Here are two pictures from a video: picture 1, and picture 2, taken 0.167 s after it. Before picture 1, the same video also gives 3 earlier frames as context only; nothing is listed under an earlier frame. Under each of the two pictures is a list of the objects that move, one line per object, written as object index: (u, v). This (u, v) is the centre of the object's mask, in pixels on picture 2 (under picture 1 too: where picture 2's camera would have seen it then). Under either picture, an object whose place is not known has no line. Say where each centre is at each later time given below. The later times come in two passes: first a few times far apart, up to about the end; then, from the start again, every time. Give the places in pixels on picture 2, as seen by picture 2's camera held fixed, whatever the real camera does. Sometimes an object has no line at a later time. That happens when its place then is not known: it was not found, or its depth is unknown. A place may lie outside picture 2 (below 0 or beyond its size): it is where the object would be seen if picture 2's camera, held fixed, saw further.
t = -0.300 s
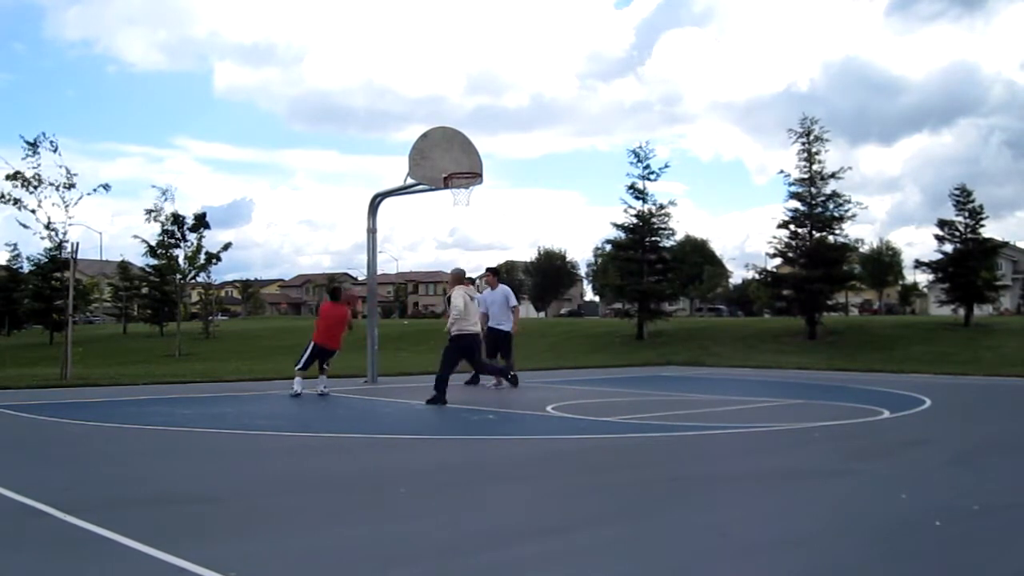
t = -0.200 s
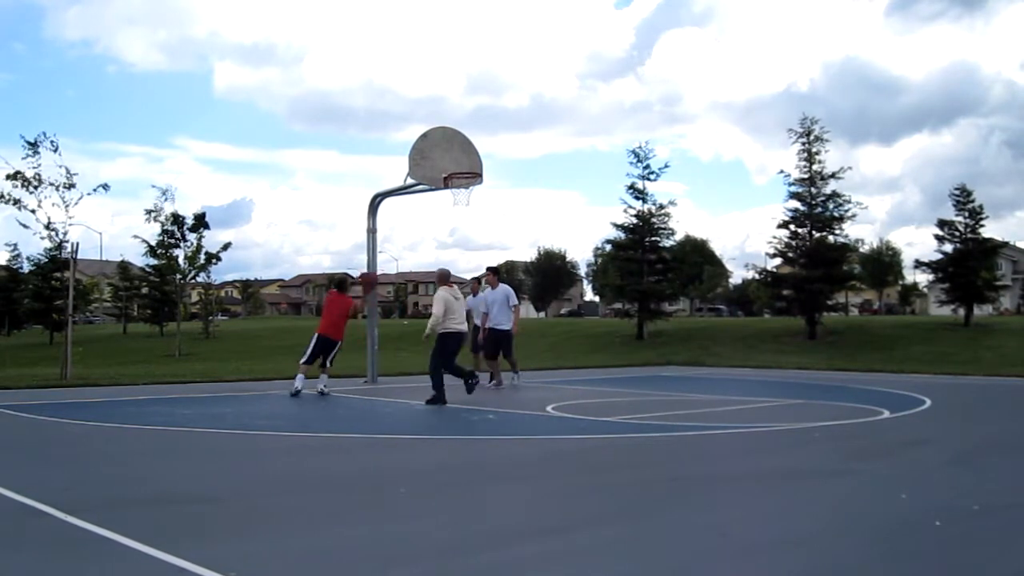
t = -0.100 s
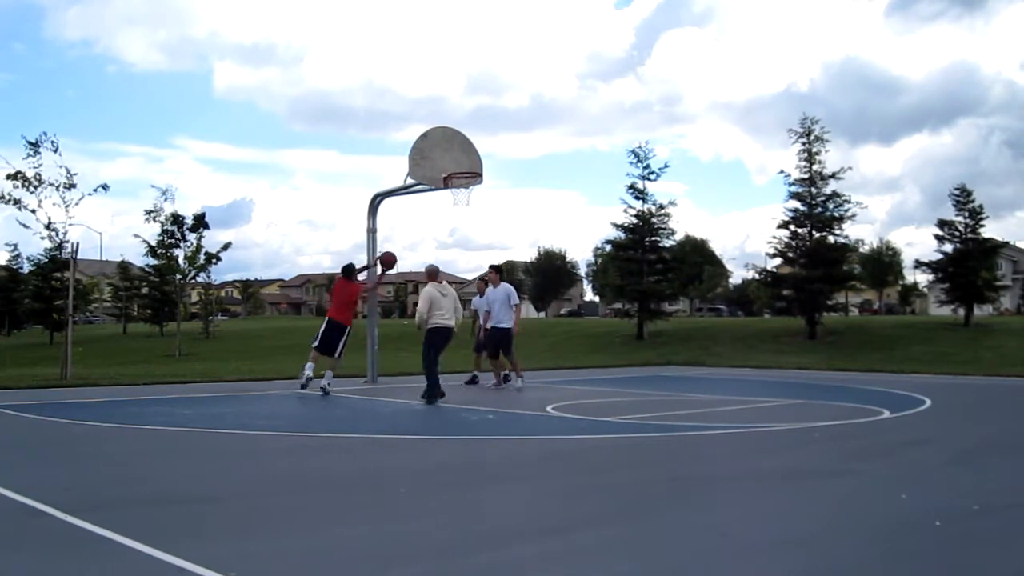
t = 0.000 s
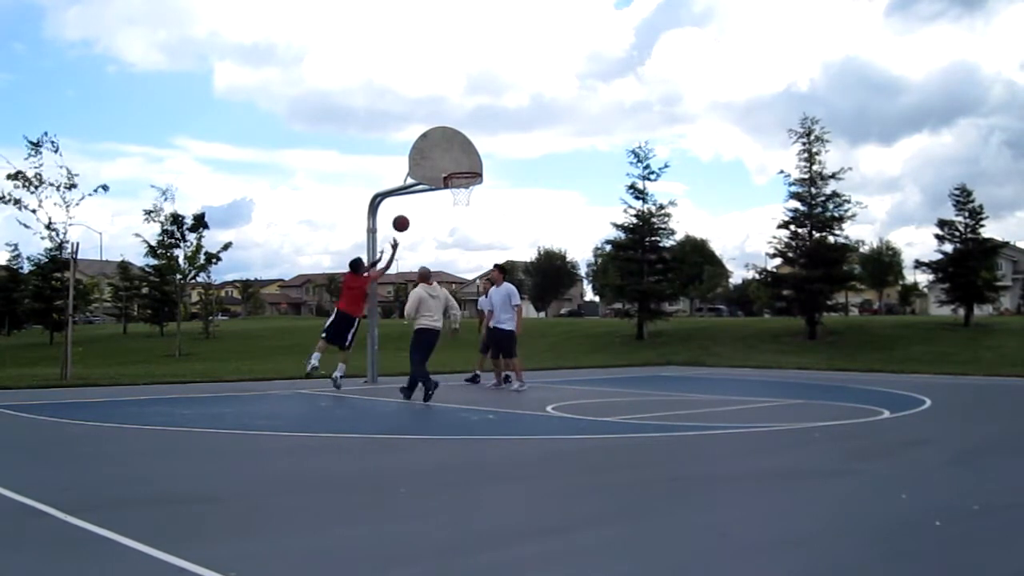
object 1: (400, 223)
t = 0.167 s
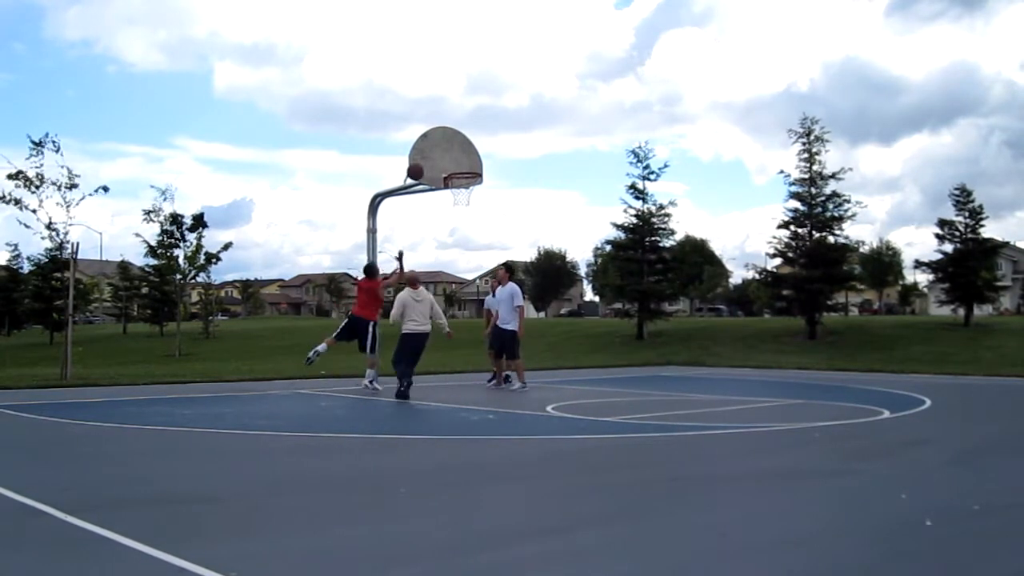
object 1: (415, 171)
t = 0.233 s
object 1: (419, 160)
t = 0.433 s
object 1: (442, 146)
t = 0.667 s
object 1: (464, 165)
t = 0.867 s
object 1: (470, 194)
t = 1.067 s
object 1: (469, 235)
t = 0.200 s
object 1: (417, 163)
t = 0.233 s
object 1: (419, 160)
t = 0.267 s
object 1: (423, 155)
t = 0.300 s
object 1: (427, 151)
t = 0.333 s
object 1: (430, 149)
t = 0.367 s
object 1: (435, 147)
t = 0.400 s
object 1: (438, 146)
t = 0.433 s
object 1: (442, 146)
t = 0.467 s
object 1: (445, 146)
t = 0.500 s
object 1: (448, 148)
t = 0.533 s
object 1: (451, 149)
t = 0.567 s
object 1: (454, 152)
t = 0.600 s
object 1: (458, 156)
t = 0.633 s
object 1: (461, 160)
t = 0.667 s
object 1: (464, 165)
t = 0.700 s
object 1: (467, 170)
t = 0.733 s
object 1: (469, 177)
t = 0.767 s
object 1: (470, 181)
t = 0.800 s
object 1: (470, 184)
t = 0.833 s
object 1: (470, 189)
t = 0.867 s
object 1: (470, 194)
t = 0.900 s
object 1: (470, 199)
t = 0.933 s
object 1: (470, 205)
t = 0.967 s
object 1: (470, 211)
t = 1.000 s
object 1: (470, 218)
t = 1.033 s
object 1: (470, 227)
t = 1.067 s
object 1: (469, 235)
